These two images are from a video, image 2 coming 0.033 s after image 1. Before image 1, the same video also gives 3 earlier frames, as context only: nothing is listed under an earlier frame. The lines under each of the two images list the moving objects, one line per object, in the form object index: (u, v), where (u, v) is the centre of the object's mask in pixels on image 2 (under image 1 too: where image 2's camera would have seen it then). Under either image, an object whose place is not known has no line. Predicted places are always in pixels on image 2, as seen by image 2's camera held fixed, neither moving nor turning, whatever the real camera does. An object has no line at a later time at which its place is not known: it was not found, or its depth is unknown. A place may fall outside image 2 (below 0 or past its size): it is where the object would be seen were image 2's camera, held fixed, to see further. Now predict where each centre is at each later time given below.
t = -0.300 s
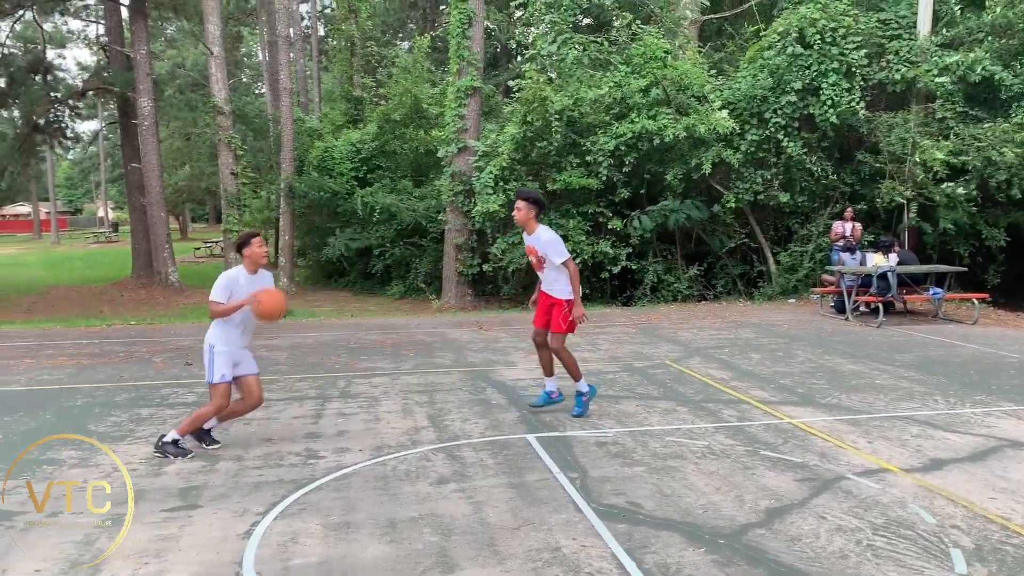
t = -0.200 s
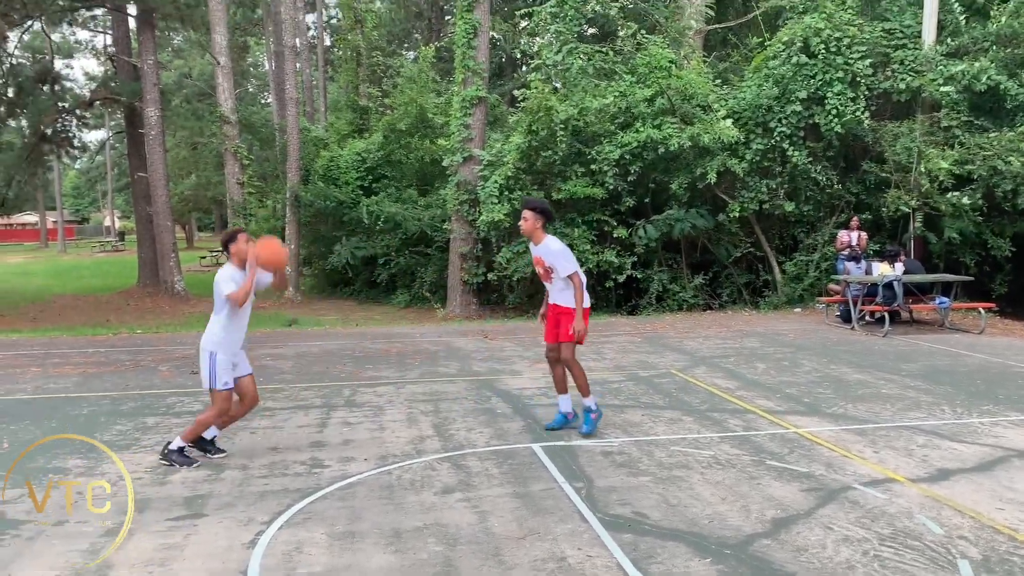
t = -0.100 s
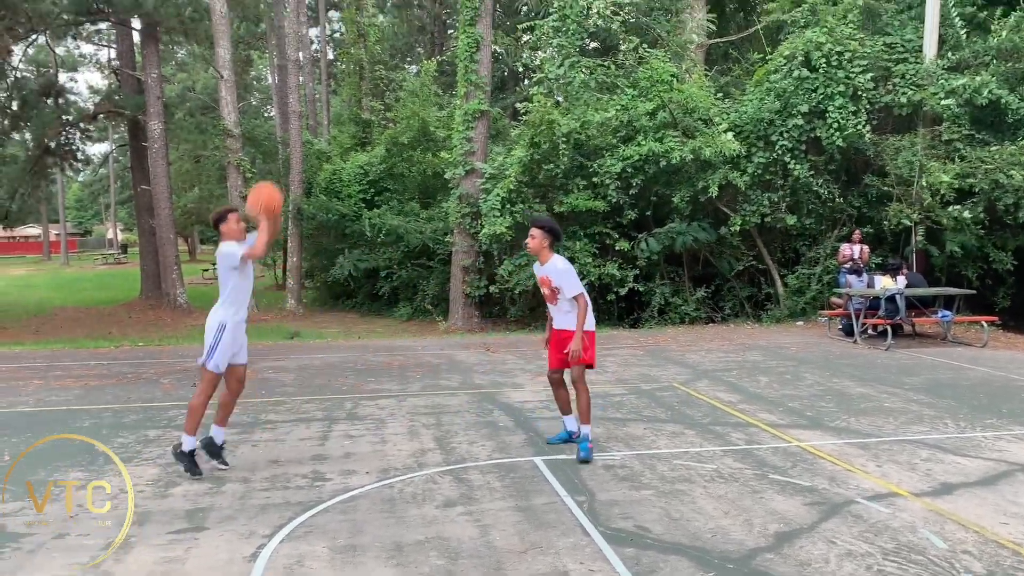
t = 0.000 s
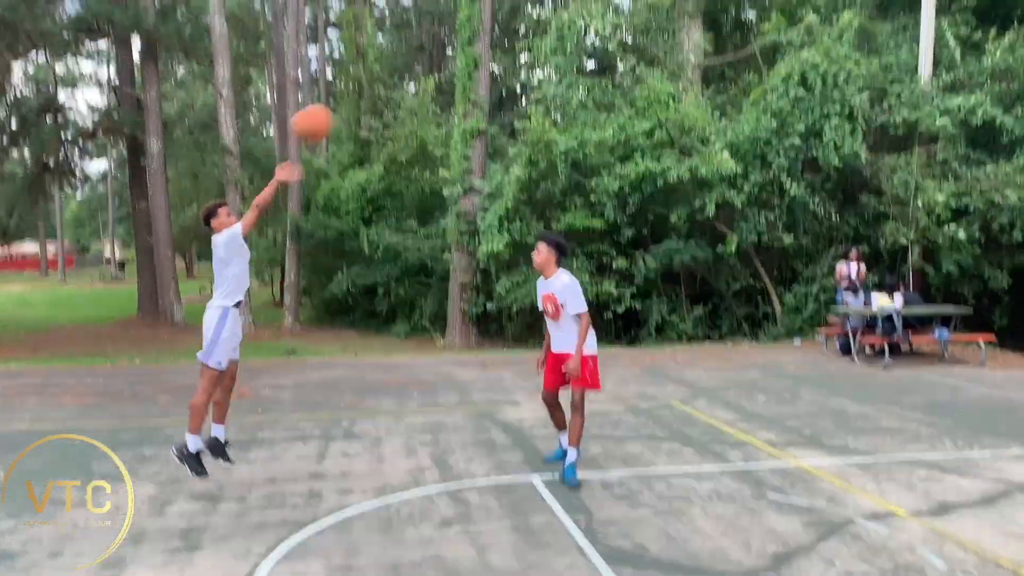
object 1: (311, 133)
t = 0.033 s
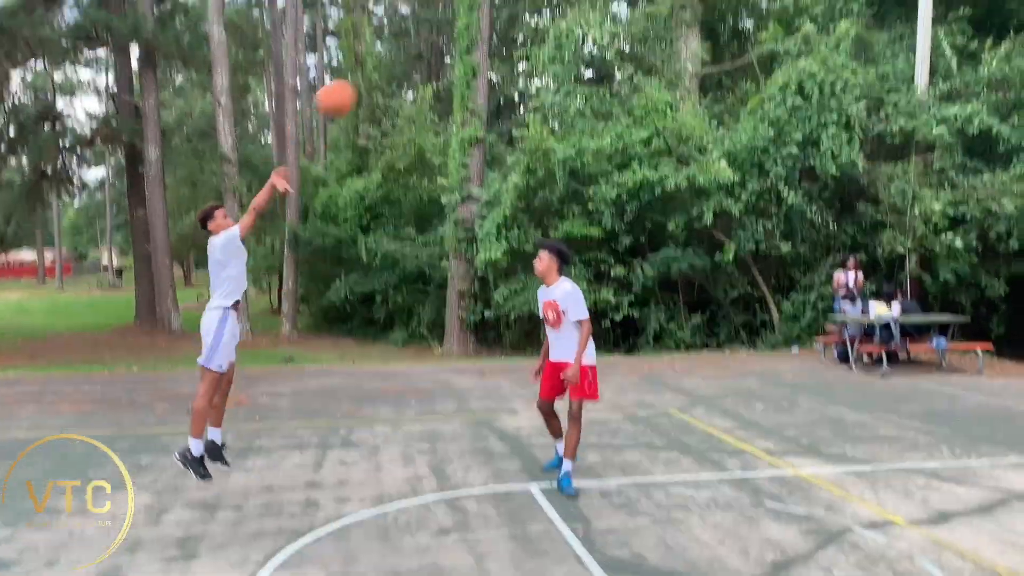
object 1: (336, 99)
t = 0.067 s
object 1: (361, 68)
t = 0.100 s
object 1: (386, 36)
